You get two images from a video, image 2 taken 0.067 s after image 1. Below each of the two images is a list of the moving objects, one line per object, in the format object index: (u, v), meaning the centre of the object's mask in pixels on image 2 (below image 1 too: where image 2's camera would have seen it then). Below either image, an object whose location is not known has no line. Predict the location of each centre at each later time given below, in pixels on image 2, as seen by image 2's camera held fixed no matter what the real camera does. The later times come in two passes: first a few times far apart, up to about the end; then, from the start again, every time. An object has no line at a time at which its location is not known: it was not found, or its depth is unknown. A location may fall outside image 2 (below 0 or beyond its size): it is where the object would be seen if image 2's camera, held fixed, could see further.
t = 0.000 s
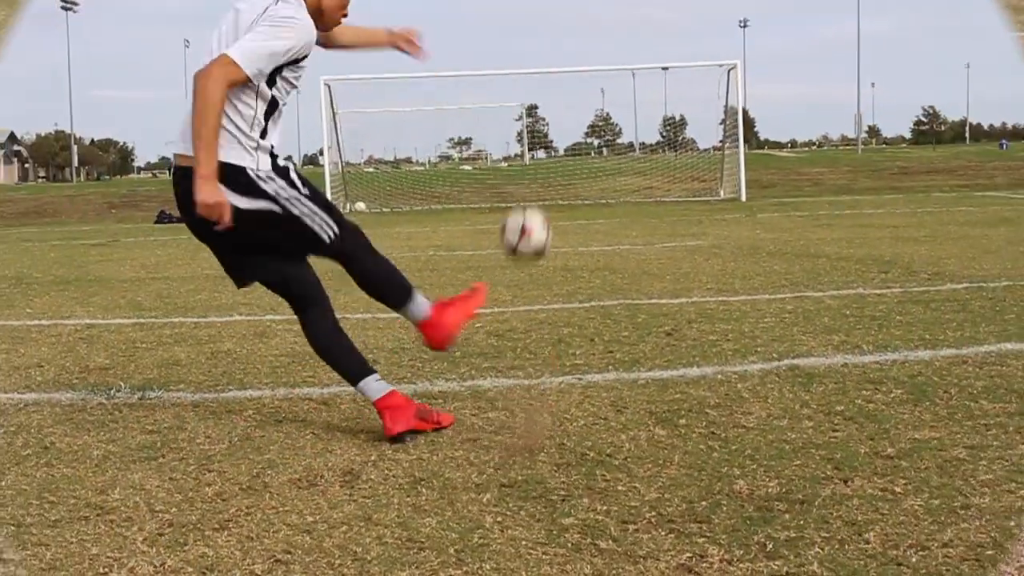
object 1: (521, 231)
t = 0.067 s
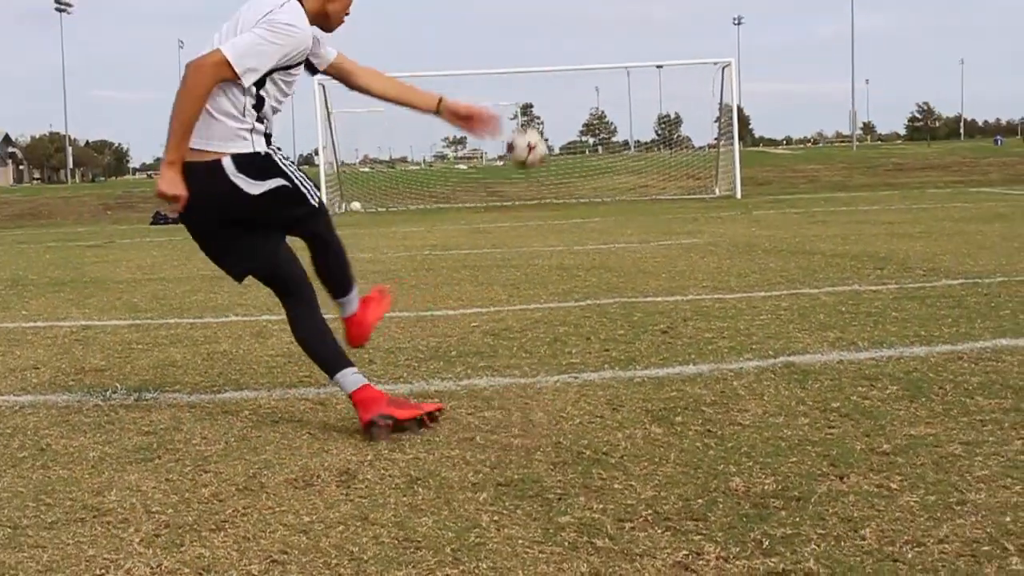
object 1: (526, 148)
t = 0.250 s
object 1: (514, 58)
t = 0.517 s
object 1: (481, 47)
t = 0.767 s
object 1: (448, 74)
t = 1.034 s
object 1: (446, 134)
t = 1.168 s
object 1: (449, 158)
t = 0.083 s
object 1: (526, 133)
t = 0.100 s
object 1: (526, 122)
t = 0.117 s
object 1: (526, 110)
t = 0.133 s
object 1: (525, 100)
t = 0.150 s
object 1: (523, 91)
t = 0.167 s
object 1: (522, 84)
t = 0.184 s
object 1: (520, 77)
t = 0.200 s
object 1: (519, 71)
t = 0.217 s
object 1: (518, 66)
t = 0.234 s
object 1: (515, 63)
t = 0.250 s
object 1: (514, 58)
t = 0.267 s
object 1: (512, 55)
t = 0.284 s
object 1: (510, 52)
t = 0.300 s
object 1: (509, 50)
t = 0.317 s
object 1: (507, 48)
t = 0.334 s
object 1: (505, 46)
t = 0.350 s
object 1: (503, 45)
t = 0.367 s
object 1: (501, 44)
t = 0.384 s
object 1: (498, 44)
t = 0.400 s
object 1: (496, 43)
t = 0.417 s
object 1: (494, 43)
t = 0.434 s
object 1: (492, 43)
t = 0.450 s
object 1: (490, 44)
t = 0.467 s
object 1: (488, 43)
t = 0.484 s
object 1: (485, 45)
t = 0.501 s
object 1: (483, 46)
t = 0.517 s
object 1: (481, 47)
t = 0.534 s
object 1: (479, 48)
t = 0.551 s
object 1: (477, 49)
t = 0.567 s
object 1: (474, 50)
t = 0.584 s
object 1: (472, 52)
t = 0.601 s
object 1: (470, 53)
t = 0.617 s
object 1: (468, 55)
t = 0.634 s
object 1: (465, 57)
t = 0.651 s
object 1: (464, 58)
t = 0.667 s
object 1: (462, 60)
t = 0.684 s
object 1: (458, 63)
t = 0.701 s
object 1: (457, 65)
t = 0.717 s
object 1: (455, 67)
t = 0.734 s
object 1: (452, 69)
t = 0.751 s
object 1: (450, 72)
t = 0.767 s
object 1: (448, 74)
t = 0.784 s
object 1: (446, 77)
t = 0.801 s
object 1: (444, 79)
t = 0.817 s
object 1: (441, 82)
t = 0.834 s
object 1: (440, 87)
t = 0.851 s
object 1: (439, 90)
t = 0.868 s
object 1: (440, 93)
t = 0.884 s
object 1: (440, 97)
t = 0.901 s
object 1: (441, 100)
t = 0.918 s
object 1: (441, 104)
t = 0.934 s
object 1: (442, 108)
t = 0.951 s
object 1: (443, 111)
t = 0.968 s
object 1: (444, 116)
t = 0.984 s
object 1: (444, 120)
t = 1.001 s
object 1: (445, 125)
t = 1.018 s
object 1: (445, 128)
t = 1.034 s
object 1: (446, 134)
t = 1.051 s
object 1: (445, 136)
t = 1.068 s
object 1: (443, 142)
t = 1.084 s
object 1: (444, 143)
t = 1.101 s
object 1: (446, 145)
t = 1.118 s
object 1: (444, 146)
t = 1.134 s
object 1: (447, 154)
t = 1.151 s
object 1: (450, 157)
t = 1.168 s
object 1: (449, 158)
